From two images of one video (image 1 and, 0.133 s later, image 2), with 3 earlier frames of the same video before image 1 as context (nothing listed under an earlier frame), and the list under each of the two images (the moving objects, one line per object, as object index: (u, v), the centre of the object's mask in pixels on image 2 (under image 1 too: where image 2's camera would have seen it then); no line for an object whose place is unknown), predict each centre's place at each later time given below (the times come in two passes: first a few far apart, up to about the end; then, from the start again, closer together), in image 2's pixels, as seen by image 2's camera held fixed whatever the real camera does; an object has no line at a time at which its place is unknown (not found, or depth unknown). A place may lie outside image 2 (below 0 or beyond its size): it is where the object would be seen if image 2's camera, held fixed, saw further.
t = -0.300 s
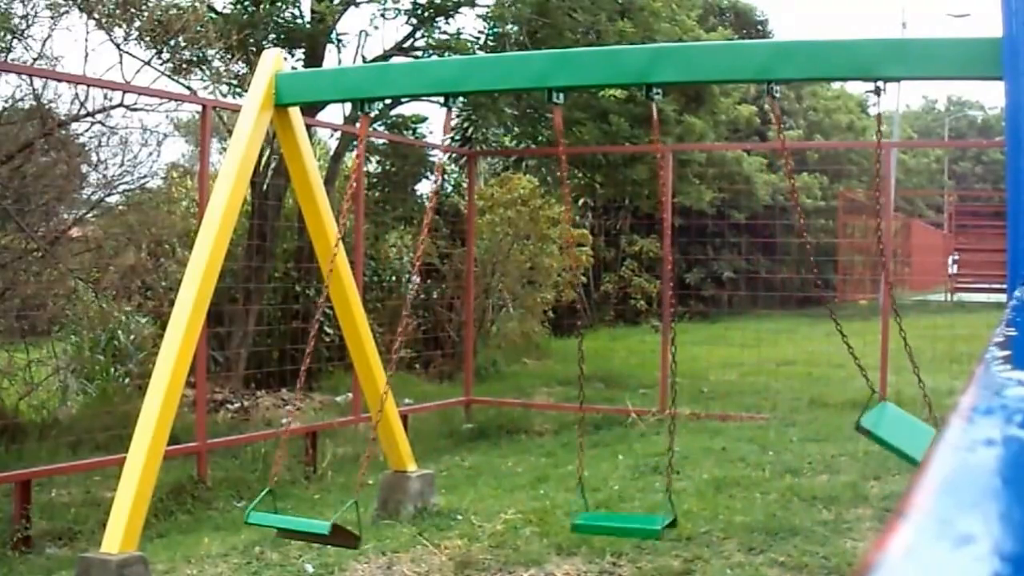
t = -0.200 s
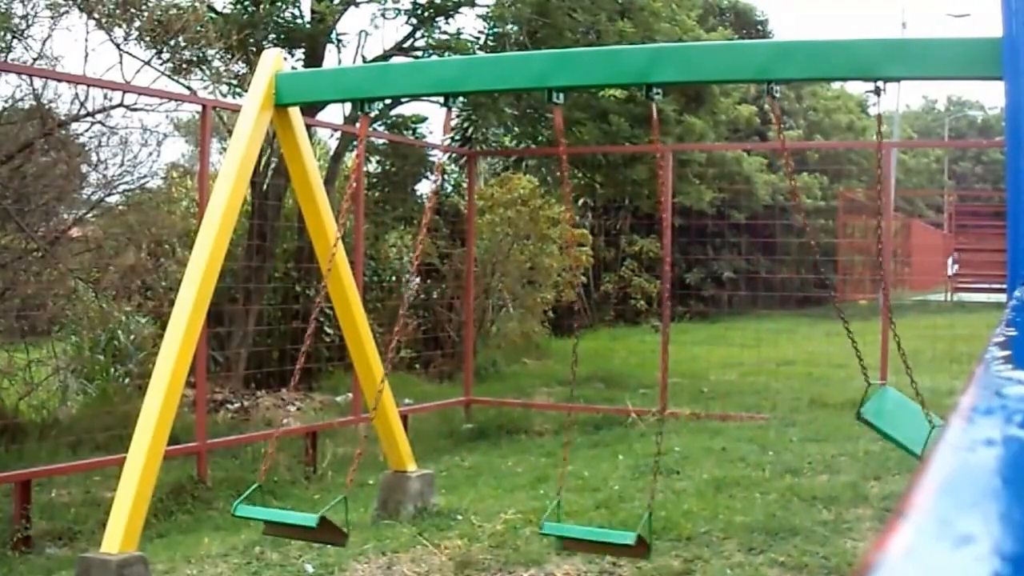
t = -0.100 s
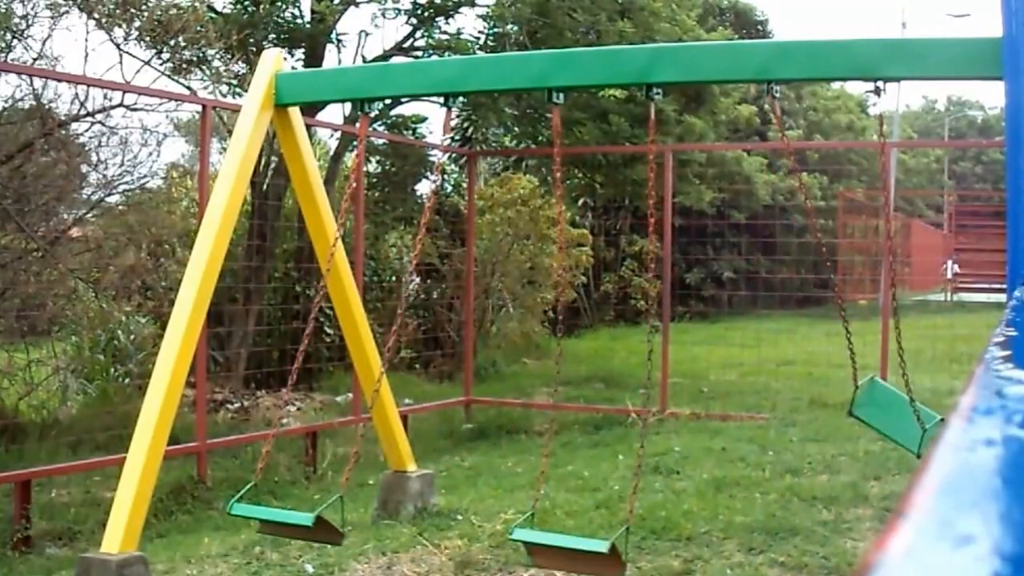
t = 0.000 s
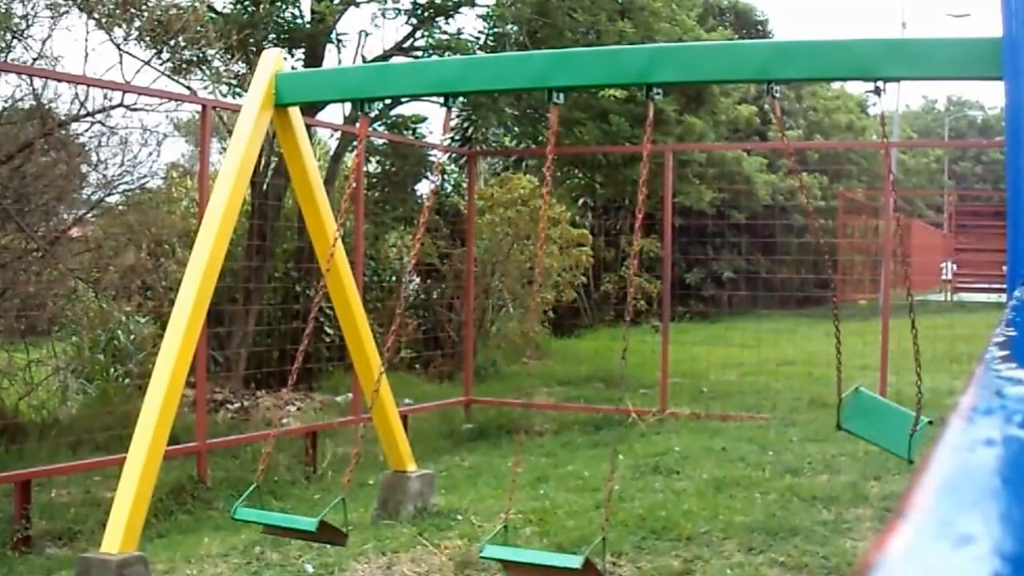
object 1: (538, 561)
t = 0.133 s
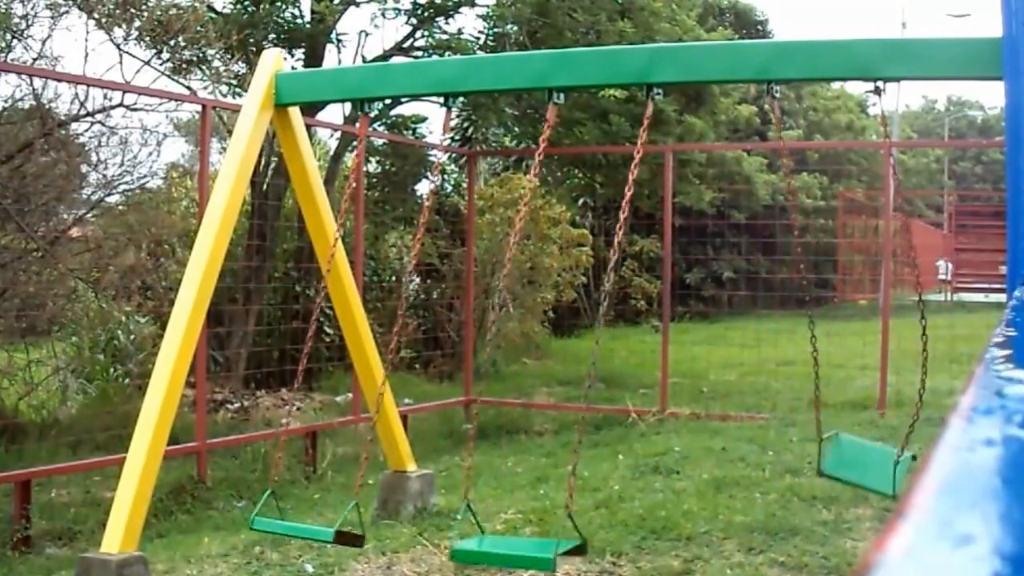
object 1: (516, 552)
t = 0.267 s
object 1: (493, 520)
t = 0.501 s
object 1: (473, 492)
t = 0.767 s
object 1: (514, 500)
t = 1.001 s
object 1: (568, 566)
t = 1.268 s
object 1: (623, 503)
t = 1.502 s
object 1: (656, 458)
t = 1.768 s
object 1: (667, 430)
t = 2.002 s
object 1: (655, 431)
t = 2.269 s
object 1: (614, 539)
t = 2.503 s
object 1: (559, 552)
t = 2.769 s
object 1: (520, 540)
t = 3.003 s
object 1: (495, 519)
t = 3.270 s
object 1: (525, 520)
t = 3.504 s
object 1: (560, 563)
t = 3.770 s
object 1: (628, 509)
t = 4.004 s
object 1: (651, 472)
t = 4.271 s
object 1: (660, 450)
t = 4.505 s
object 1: (650, 456)
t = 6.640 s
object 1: (652, 469)
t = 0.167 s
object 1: (510, 542)
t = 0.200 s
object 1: (505, 533)
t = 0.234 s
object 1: (499, 526)
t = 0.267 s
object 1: (493, 520)
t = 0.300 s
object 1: (487, 517)
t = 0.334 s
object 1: (483, 514)
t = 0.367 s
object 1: (477, 513)
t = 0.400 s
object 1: (478, 504)
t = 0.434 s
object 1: (478, 504)
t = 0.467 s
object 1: (472, 500)
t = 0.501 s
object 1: (473, 492)
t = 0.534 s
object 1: (475, 484)
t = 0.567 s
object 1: (480, 478)
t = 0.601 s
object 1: (484, 473)
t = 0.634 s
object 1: (491, 472)
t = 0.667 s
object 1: (497, 475)
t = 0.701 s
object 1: (502, 480)
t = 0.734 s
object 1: (508, 489)
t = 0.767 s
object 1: (514, 500)
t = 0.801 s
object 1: (521, 513)
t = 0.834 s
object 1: (528, 529)
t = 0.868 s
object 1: (532, 543)
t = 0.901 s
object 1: (539, 554)
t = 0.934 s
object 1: (544, 564)
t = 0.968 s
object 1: (552, 569)
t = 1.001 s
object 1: (568, 566)
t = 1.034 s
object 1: (580, 560)
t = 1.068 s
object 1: (591, 552)
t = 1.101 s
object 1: (596, 543)
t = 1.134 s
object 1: (600, 535)
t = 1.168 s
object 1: (603, 524)
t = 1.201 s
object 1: (607, 515)
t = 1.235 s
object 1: (613, 510)
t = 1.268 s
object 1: (623, 503)
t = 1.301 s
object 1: (634, 499)
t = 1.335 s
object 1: (644, 496)
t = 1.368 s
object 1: (648, 491)
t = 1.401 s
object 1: (651, 485)
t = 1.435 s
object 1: (652, 476)
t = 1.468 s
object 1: (655, 467)
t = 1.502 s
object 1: (656, 458)
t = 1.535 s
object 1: (660, 449)
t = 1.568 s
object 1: (661, 438)
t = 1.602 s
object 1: (664, 433)
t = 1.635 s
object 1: (666, 429)
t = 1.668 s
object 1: (667, 427)
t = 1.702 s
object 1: (666, 429)
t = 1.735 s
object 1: (667, 429)
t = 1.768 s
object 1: (667, 430)
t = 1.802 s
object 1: (668, 429)
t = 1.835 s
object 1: (667, 426)
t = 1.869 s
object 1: (666, 423)
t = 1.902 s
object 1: (663, 422)
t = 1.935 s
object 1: (660, 423)
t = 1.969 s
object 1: (658, 425)
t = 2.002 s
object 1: (655, 431)
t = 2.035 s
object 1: (651, 439)
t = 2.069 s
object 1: (647, 449)
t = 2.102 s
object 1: (645, 461)
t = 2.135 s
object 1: (640, 477)
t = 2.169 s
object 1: (634, 493)
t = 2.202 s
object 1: (630, 511)
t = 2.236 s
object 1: (622, 527)
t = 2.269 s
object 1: (614, 539)
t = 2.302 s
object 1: (605, 541)
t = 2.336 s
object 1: (597, 547)
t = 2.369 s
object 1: (589, 548)
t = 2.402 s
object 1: (581, 549)
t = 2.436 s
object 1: (573, 551)
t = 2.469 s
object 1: (566, 549)
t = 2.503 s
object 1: (559, 552)
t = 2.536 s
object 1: (549, 550)
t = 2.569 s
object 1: (544, 553)
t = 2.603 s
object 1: (533, 555)
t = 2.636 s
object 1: (528, 557)
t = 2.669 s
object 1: (524, 556)
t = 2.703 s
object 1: (523, 554)
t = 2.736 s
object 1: (521, 545)
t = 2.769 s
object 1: (520, 540)
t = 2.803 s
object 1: (509, 533)
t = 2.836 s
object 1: (504, 527)
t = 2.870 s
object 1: (504, 524)
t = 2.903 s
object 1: (504, 523)
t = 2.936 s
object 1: (498, 520)
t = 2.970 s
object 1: (496, 519)
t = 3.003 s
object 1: (495, 519)
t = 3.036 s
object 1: (495, 519)
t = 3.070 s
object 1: (497, 519)
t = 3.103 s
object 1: (502, 523)
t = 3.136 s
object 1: (503, 526)
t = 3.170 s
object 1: (506, 524)
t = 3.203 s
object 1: (512, 521)
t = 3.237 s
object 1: (519, 520)
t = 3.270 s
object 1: (525, 520)
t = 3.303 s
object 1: (531, 523)
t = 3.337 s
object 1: (538, 528)
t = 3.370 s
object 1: (544, 536)
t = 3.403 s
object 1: (550, 543)
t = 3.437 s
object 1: (554, 551)
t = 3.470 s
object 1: (559, 558)
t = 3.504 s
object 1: (560, 563)
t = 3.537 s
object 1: (576, 561)
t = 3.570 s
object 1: (587, 554)
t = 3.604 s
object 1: (596, 547)
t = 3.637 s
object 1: (604, 538)
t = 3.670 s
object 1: (610, 530)
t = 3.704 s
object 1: (616, 522)
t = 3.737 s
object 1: (623, 515)
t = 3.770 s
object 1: (628, 509)
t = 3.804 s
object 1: (632, 503)
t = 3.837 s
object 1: (636, 498)
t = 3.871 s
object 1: (640, 494)
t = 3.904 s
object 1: (643, 490)
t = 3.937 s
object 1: (647, 485)
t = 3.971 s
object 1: (649, 479)
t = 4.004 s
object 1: (651, 472)
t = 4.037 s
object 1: (653, 465)
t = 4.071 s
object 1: (654, 460)
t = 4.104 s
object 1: (655, 456)
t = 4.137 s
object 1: (656, 454)
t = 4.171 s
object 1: (657, 452)
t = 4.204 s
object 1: (658, 451)
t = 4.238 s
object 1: (659, 451)
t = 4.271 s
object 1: (660, 450)
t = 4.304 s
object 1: (660, 450)
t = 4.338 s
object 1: (659, 449)
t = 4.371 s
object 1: (659, 449)
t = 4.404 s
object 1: (658, 449)
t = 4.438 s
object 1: (655, 450)
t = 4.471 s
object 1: (653, 452)
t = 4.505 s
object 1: (650, 456)
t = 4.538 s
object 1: (647, 462)
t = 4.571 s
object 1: (644, 470)
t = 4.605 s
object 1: (641, 480)
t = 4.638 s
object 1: (637, 491)
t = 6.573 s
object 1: (648, 475)
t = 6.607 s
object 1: (651, 472)
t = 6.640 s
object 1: (652, 469)
